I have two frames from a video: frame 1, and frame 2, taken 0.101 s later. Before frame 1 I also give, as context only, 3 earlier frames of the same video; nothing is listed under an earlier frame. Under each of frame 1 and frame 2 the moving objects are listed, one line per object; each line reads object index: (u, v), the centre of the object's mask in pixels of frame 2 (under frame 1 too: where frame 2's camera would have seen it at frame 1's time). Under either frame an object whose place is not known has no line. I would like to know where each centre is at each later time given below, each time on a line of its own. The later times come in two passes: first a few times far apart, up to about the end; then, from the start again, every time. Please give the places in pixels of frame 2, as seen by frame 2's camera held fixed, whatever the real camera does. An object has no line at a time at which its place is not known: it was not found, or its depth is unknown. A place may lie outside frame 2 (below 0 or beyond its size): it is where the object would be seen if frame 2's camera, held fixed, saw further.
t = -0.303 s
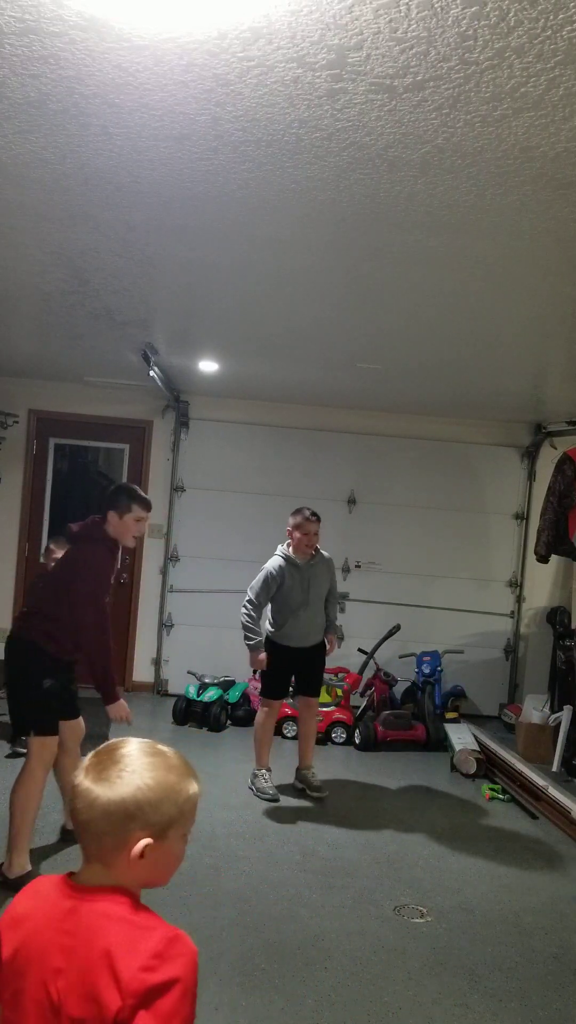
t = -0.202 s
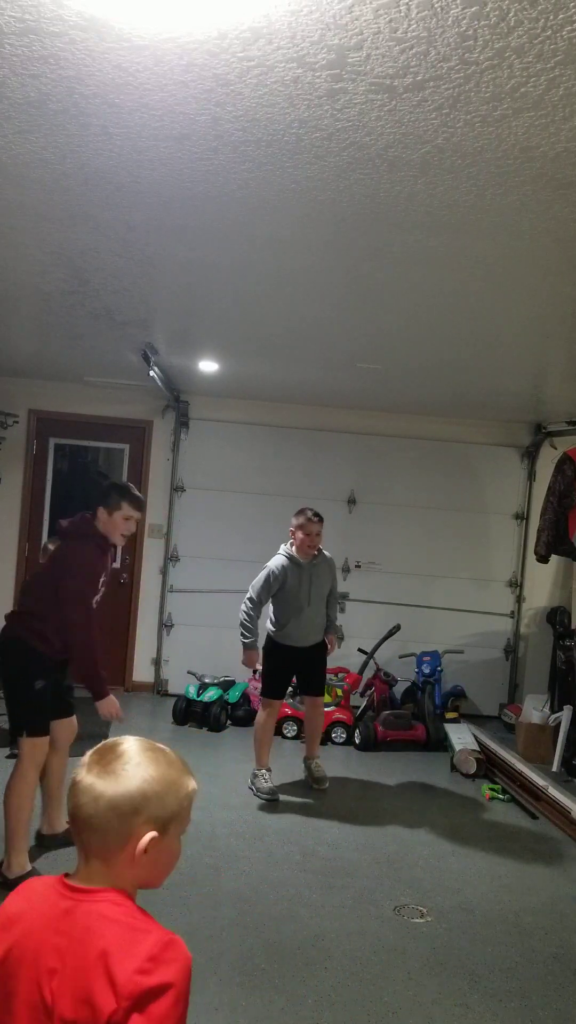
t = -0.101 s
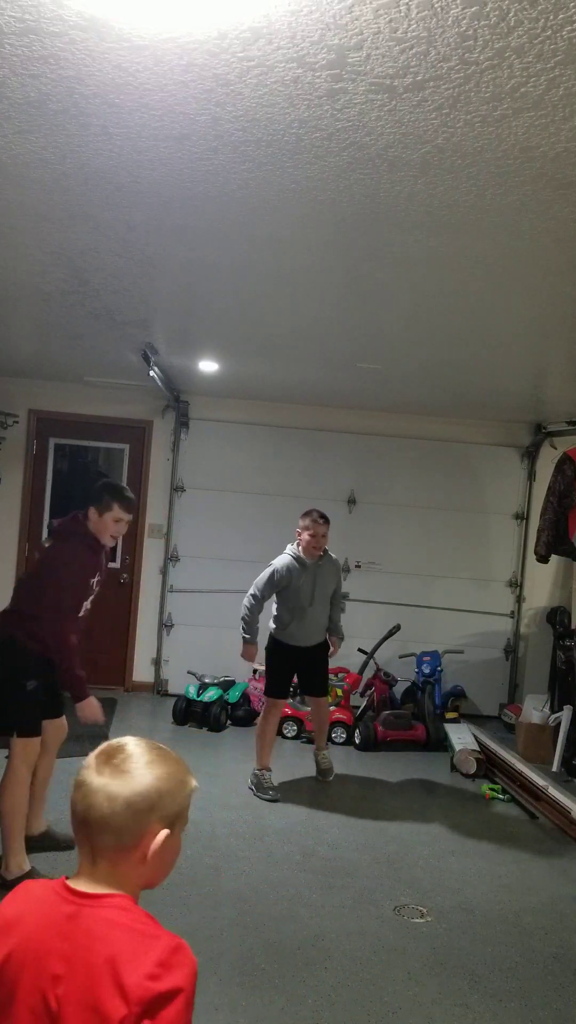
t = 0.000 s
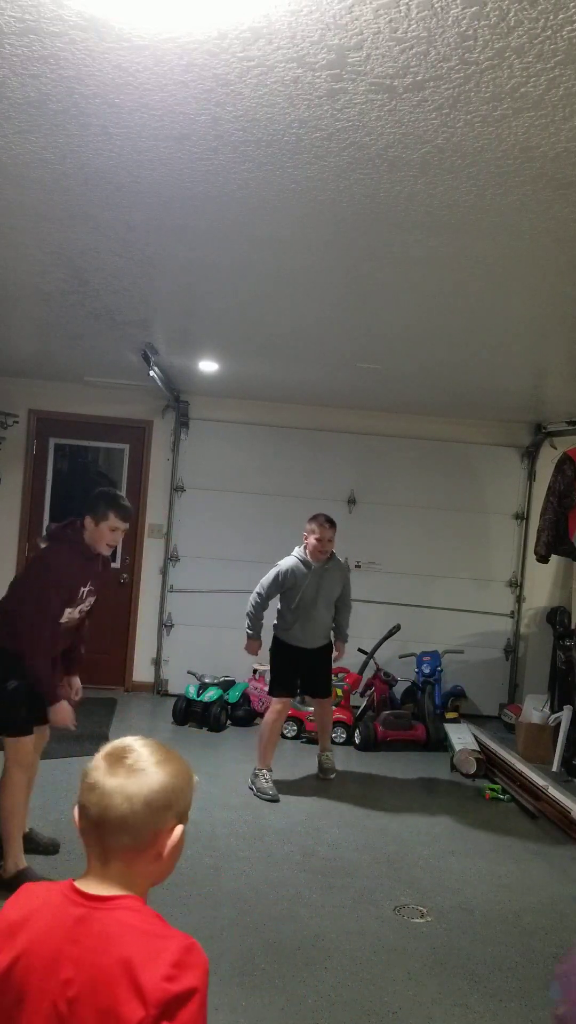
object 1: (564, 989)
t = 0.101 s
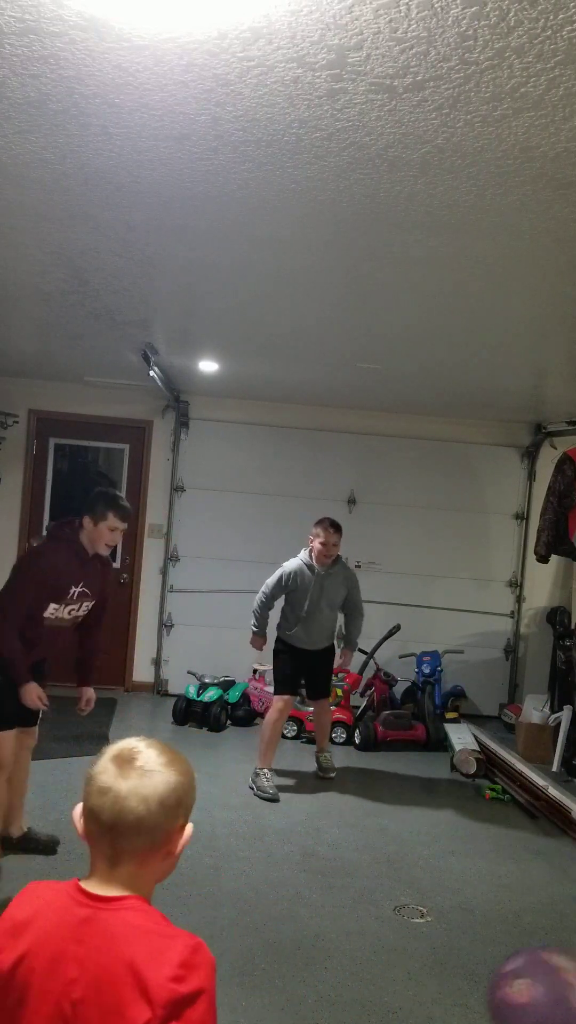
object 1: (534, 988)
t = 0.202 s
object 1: (486, 982)
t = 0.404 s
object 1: (394, 935)
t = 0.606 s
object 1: (316, 897)
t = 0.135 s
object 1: (520, 995)
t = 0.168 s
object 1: (499, 990)
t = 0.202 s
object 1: (486, 982)
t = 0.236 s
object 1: (470, 969)
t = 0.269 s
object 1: (454, 957)
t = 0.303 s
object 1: (439, 945)
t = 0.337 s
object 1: (424, 939)
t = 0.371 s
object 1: (408, 936)
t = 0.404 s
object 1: (394, 935)
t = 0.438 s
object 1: (379, 938)
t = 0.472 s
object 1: (366, 943)
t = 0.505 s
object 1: (353, 940)
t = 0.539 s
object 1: (341, 923)
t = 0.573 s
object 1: (328, 907)
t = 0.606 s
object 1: (316, 897)
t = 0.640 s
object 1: (304, 890)
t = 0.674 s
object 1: (293, 886)
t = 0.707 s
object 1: (282, 885)
